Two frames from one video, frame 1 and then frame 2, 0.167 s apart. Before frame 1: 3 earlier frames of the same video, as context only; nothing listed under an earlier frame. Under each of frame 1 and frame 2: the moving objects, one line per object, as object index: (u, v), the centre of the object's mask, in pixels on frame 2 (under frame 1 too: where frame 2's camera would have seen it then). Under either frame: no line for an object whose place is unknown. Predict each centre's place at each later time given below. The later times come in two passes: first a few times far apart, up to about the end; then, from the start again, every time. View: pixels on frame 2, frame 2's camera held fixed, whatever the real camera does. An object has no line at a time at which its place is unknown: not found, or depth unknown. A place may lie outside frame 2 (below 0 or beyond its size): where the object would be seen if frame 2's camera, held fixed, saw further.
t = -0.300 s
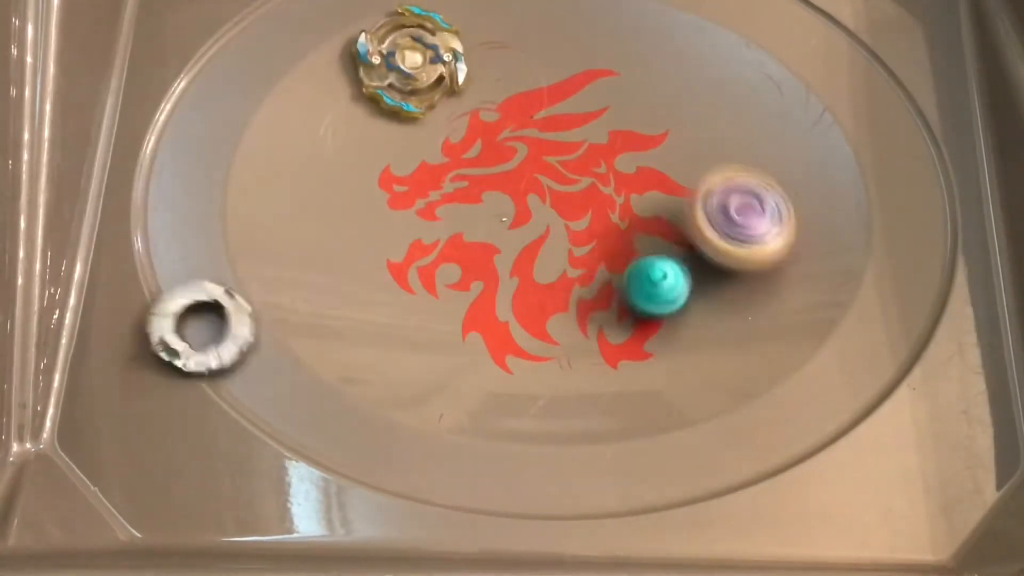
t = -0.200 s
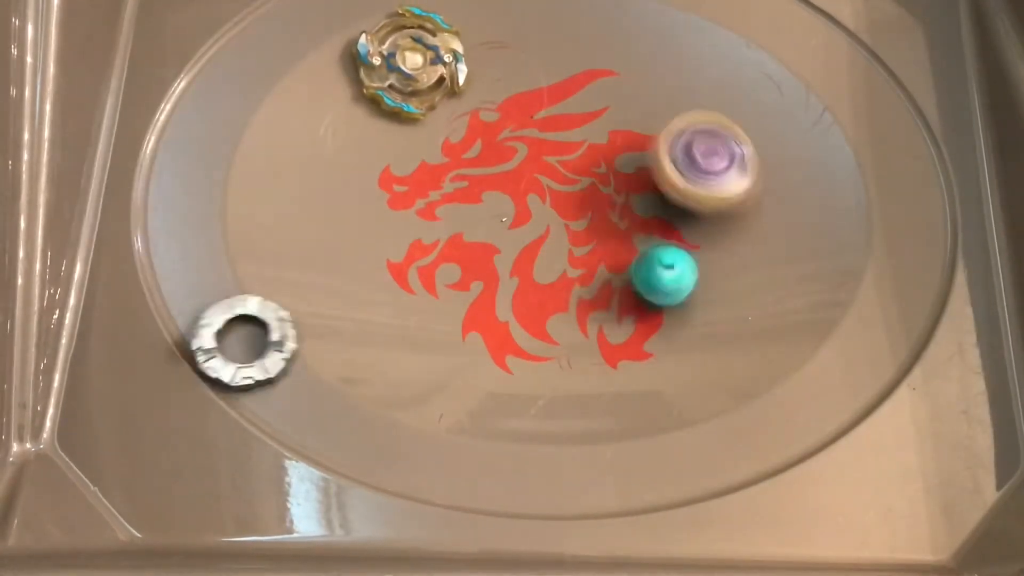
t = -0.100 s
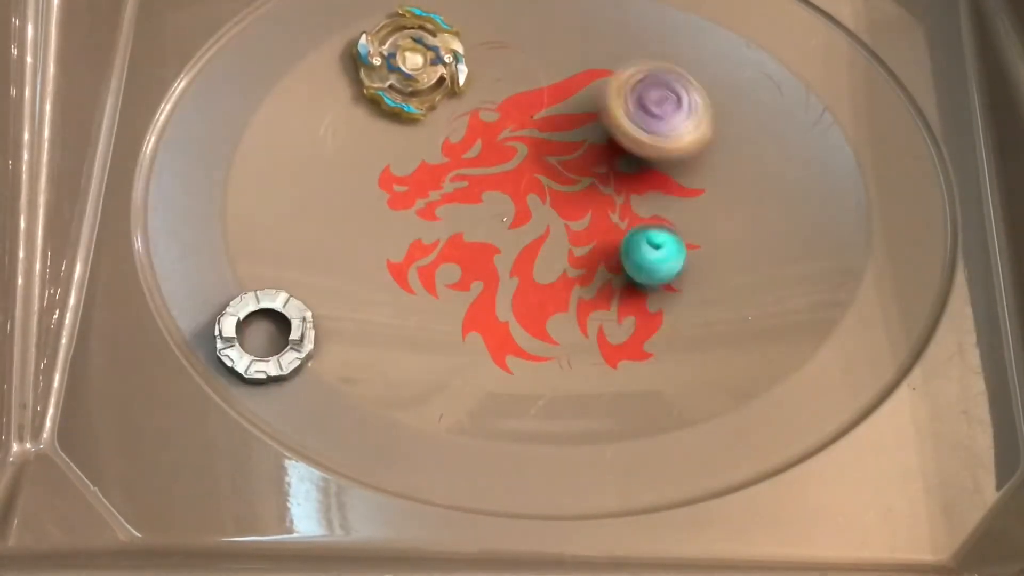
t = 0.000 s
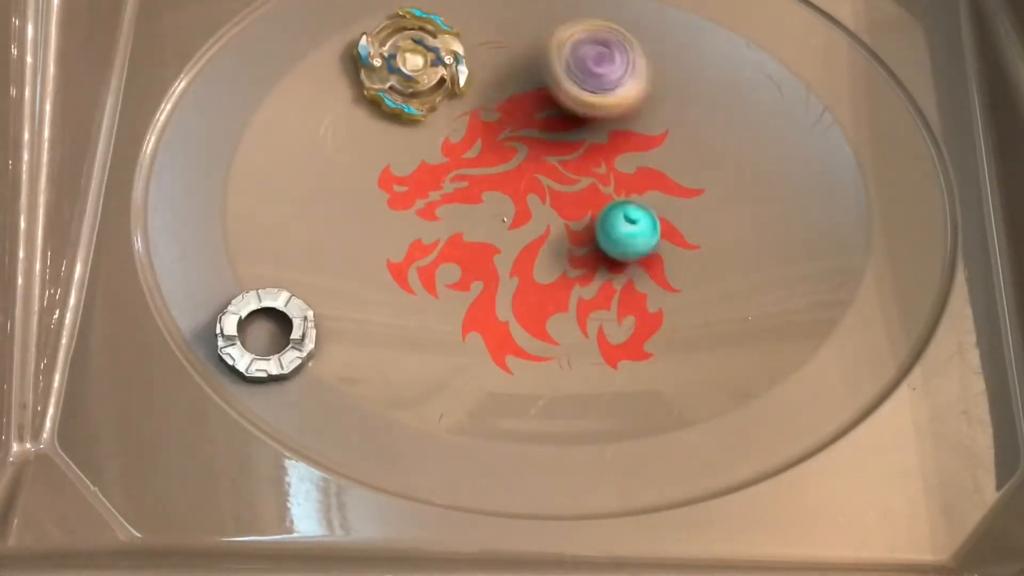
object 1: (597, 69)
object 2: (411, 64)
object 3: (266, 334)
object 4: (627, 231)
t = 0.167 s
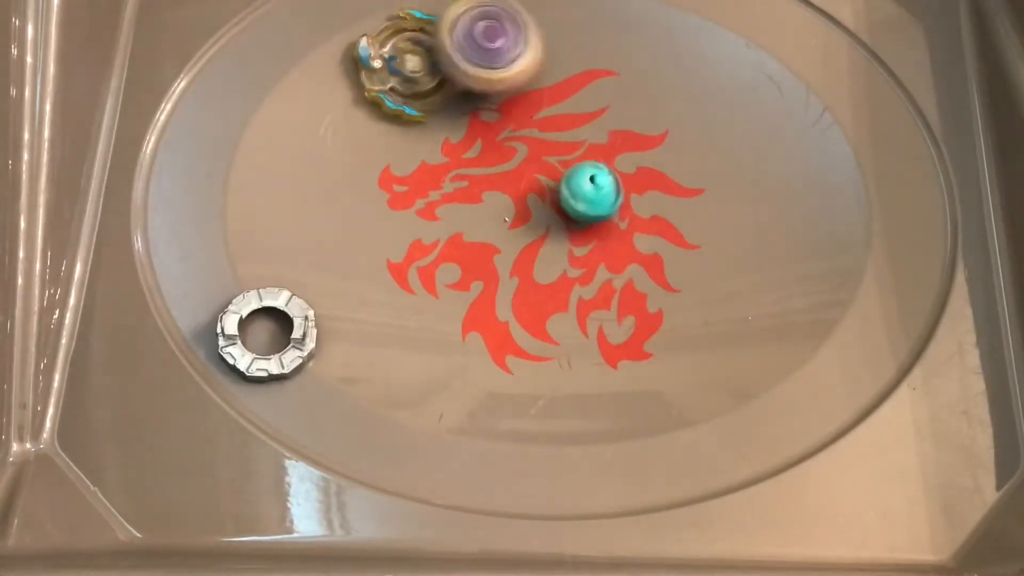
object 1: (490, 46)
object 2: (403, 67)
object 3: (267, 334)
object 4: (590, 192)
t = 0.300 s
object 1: (449, 64)
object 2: (361, 83)
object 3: (268, 333)
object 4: (571, 169)
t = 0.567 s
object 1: (473, 156)
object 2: (373, 90)
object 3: (270, 332)
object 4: (569, 162)
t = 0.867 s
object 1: (564, 253)
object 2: (373, 91)
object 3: (270, 332)
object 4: (635, 159)
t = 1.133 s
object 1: (625, 330)
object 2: (374, 91)
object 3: (270, 332)
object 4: (635, 160)
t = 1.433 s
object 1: (660, 305)
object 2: (374, 91)
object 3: (270, 332)
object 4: (634, 161)
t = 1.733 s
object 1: (599, 221)
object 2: (374, 91)
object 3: (270, 332)
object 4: (636, 159)
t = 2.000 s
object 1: (528, 156)
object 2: (374, 92)
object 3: (272, 331)
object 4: (766, 62)
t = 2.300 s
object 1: (496, 89)
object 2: (375, 93)
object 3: (272, 330)
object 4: (695, 156)
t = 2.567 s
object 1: (482, 98)
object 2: (374, 93)
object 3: (299, 315)
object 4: (656, 200)
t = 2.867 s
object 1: (526, 159)
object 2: (374, 92)
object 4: (657, 200)
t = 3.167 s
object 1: (555, 244)
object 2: (374, 92)
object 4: (656, 200)
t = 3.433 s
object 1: (551, 305)
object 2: (375, 92)
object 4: (656, 200)
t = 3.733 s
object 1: (566, 295)
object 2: (375, 93)
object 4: (655, 199)
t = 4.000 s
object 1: (544, 240)
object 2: (374, 93)
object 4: (655, 199)
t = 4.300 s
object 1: (555, 167)
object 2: (375, 93)
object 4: (656, 200)
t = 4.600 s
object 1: (603, 127)
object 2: (375, 93)
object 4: (656, 199)
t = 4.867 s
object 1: (621, 114)
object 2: (375, 93)
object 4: (643, 212)
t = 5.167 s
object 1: (609, 141)
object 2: (375, 93)
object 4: (642, 241)
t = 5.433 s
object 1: (583, 166)
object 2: (374, 93)
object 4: (643, 244)
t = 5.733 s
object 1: (535, 177)
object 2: (375, 93)
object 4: (617, 240)
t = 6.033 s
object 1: (492, 167)
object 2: (375, 93)
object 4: (617, 240)
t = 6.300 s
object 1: (476, 150)
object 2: (374, 93)
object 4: (617, 240)
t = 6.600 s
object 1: (485, 138)
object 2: (374, 93)
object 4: (617, 240)
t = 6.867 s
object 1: (510, 147)
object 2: (374, 93)
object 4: (617, 240)
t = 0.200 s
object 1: (478, 46)
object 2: (389, 69)
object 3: (267, 333)
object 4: (581, 184)
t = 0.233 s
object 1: (466, 51)
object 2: (377, 74)
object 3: (268, 333)
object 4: (578, 181)
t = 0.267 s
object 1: (456, 57)
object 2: (369, 79)
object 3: (268, 333)
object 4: (574, 170)
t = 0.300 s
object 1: (449, 64)
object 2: (361, 83)
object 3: (268, 333)
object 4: (571, 169)
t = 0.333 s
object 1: (443, 73)
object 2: (355, 88)
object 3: (268, 333)
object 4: (569, 161)
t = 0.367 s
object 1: (439, 81)
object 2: (351, 92)
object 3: (268, 333)
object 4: (566, 161)
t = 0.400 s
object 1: (439, 91)
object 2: (349, 95)
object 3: (268, 333)
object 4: (568, 157)
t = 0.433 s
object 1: (438, 100)
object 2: (349, 95)
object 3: (268, 333)
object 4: (564, 158)
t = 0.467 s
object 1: (443, 117)
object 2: (354, 87)
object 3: (269, 332)
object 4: (566, 157)
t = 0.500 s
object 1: (451, 136)
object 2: (366, 87)
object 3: (269, 332)
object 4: (565, 159)
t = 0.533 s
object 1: (463, 148)
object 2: (372, 90)
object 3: (270, 332)
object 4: (567, 158)
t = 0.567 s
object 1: (473, 156)
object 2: (373, 90)
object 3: (270, 332)
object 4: (569, 162)
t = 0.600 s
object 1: (487, 165)
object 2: (373, 91)
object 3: (270, 332)
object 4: (567, 161)
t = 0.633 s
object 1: (500, 176)
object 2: (373, 91)
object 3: (270, 332)
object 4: (574, 163)
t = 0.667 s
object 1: (510, 186)
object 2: (374, 91)
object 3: (270, 332)
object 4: (592, 165)
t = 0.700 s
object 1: (520, 194)
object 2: (373, 91)
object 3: (270, 332)
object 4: (605, 164)
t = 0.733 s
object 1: (531, 206)
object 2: (373, 91)
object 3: (270, 332)
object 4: (618, 161)
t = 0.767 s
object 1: (540, 217)
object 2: (373, 91)
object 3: (270, 332)
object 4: (627, 158)
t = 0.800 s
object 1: (548, 229)
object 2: (373, 91)
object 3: (270, 332)
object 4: (633, 157)
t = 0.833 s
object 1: (555, 240)
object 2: (373, 91)
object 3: (270, 332)
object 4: (635, 158)
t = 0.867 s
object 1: (564, 253)
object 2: (373, 91)
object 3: (270, 332)
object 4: (635, 159)
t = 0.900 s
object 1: (571, 265)
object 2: (374, 91)
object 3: (270, 332)
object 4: (634, 161)
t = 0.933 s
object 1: (575, 278)
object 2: (374, 91)
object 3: (270, 332)
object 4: (633, 162)
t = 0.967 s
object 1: (579, 293)
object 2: (374, 91)
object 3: (270, 332)
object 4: (632, 163)
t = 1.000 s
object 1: (587, 302)
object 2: (374, 91)
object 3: (270, 332)
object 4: (632, 163)
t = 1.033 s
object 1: (597, 311)
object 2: (374, 91)
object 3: (270, 332)
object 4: (632, 162)
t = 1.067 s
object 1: (606, 319)
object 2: (374, 91)
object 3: (270, 332)
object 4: (633, 161)
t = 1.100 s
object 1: (615, 325)
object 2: (374, 91)
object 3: (270, 332)
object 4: (634, 161)
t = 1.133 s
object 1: (625, 330)
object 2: (374, 91)
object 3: (270, 332)
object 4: (635, 160)
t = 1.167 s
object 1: (633, 333)
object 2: (374, 91)
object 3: (270, 332)
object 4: (635, 160)
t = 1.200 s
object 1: (641, 334)
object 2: (374, 91)
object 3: (270, 332)
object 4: (634, 161)
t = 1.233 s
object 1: (646, 334)
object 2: (374, 91)
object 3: (270, 332)
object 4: (633, 162)
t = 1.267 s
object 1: (651, 332)
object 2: (374, 91)
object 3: (270, 331)
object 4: (632, 163)
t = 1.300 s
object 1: (655, 329)
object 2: (374, 91)
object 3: (270, 331)
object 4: (631, 163)
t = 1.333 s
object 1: (659, 324)
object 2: (374, 91)
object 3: (270, 332)
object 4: (632, 163)
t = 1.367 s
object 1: (660, 319)
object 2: (374, 91)
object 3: (270, 332)
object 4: (633, 162)
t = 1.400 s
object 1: (661, 312)
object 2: (374, 91)
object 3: (270, 332)
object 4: (634, 161)
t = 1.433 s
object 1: (660, 305)
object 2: (374, 91)
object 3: (270, 332)
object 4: (634, 161)
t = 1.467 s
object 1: (657, 297)
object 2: (374, 91)
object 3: (270, 332)
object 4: (634, 161)
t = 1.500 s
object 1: (654, 289)
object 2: (374, 91)
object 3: (270, 332)
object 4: (634, 161)
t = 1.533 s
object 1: (649, 279)
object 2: (374, 91)
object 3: (270, 332)
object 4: (633, 162)
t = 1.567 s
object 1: (642, 270)
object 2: (374, 91)
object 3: (270, 332)
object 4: (632, 162)
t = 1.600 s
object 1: (635, 259)
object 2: (374, 91)
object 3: (270, 332)
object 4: (632, 163)
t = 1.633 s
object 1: (626, 250)
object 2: (374, 91)
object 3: (270, 332)
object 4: (632, 163)
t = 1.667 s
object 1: (617, 241)
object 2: (374, 91)
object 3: (270, 332)
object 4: (633, 162)
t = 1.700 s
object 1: (608, 231)
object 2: (374, 91)
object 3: (270, 332)
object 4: (634, 161)
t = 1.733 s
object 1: (599, 221)
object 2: (374, 91)
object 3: (270, 332)
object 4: (636, 159)
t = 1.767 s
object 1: (586, 216)
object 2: (374, 91)
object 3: (270, 332)
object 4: (655, 137)
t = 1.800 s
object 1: (573, 209)
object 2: (374, 91)
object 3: (271, 332)
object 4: (684, 102)
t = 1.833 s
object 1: (564, 202)
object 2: (374, 92)
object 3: (271, 331)
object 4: (706, 75)
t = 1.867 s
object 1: (556, 193)
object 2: (374, 92)
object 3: (271, 331)
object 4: (727, 57)
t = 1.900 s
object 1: (548, 184)
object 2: (374, 92)
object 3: (271, 331)
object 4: (743, 48)
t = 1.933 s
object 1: (540, 175)
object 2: (374, 92)
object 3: (271, 331)
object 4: (757, 49)
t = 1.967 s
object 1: (533, 166)
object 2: (374, 92)
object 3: (272, 331)
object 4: (764, 54)
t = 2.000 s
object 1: (528, 156)
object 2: (374, 92)
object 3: (272, 331)
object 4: (766, 62)
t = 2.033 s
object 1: (522, 147)
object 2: (374, 92)
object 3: (272, 331)
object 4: (764, 69)
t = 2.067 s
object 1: (519, 137)
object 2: (374, 92)
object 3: (272, 331)
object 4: (757, 75)
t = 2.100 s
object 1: (515, 128)
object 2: (374, 92)
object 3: (272, 331)
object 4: (749, 83)
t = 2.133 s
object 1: (512, 119)
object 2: (374, 92)
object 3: (272, 331)
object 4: (740, 92)
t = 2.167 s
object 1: (510, 111)
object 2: (375, 92)
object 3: (272, 330)
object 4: (732, 99)
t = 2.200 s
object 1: (507, 103)
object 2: (375, 92)
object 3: (272, 331)
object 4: (723, 109)
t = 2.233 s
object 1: (503, 97)
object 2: (375, 93)
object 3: (272, 331)
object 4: (714, 123)
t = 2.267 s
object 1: (500, 92)
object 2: (375, 92)
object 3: (272, 331)
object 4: (704, 139)
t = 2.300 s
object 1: (496, 89)
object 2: (375, 93)
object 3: (272, 330)
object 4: (695, 156)
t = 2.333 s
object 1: (493, 86)
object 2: (375, 93)
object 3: (273, 330)
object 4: (687, 174)
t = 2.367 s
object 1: (489, 85)
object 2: (375, 93)
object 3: (273, 330)
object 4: (678, 187)
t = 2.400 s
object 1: (486, 84)
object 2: (375, 93)
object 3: (274, 330)
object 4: (669, 194)
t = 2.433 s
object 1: (484, 86)
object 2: (375, 93)
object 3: (275, 329)
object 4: (661, 198)
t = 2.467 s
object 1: (482, 87)
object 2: (374, 93)
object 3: (278, 327)
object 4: (656, 199)
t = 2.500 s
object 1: (481, 90)
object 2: (374, 93)
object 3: (283, 324)
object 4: (655, 198)
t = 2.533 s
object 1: (481, 94)
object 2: (374, 93)
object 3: (290, 320)
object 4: (655, 199)
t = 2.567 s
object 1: (482, 98)
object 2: (374, 93)
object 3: (299, 315)
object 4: (656, 200)
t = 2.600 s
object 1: (483, 105)
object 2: (374, 93)
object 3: (308, 310)
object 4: (657, 200)
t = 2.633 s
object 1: (485, 112)
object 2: (375, 93)
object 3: (318, 305)
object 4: (658, 201)
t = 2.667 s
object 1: (489, 118)
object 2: (375, 93)
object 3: (328, 300)
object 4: (658, 201)
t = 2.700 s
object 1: (493, 124)
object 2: (375, 93)
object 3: (337, 295)
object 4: (657, 200)
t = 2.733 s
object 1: (500, 130)
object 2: (375, 92)
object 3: (347, 290)
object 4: (656, 199)
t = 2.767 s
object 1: (507, 137)
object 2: (375, 92)
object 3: (355, 287)
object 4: (655, 199)
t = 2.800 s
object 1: (514, 144)
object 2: (374, 92)
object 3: (362, 283)
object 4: (655, 199)
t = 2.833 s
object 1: (520, 151)
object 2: (375, 92)
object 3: (368, 280)
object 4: (656, 200)
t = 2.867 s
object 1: (526, 159)
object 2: (374, 92)
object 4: (657, 200)
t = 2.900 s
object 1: (531, 168)
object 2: (374, 92)
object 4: (657, 200)
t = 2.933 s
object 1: (536, 177)
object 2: (374, 92)
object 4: (657, 200)
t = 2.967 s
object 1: (541, 186)
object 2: (375, 92)
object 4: (656, 200)
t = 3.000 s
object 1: (544, 195)
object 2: (374, 92)
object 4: (655, 199)
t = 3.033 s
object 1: (548, 205)
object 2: (374, 92)
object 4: (655, 199)
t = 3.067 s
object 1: (551, 214)
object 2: (374, 92)
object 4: (656, 200)
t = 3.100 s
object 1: (553, 225)
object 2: (374, 92)
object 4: (657, 200)
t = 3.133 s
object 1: (554, 234)
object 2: (374, 92)
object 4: (657, 200)
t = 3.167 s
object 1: (555, 244)
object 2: (374, 92)
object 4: (656, 200)
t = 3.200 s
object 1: (555, 253)
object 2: (374, 92)
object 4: (655, 199)
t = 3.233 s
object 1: (555, 262)
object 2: (374, 92)
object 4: (655, 199)
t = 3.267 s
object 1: (553, 271)
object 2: (374, 92)
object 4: (656, 200)
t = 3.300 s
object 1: (551, 280)
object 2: (374, 92)
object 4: (657, 200)
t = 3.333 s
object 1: (549, 289)
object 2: (374, 92)
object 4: (657, 200)
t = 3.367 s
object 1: (547, 295)
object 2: (374, 92)
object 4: (656, 199)
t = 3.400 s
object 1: (549, 301)
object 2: (375, 92)
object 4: (655, 199)
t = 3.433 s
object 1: (551, 305)
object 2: (375, 92)
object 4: (656, 200)
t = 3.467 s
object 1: (554, 309)
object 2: (374, 92)
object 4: (657, 200)
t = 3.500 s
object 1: (555, 311)
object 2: (374, 92)
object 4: (657, 200)
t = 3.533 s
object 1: (557, 312)
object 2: (375, 93)
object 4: (656, 200)
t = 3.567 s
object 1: (559, 312)
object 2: (375, 93)
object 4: (655, 199)
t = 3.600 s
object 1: (560, 311)
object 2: (375, 93)
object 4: (656, 200)
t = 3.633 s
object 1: (565, 308)
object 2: (375, 93)
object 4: (656, 200)
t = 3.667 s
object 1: (564, 305)
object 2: (375, 92)
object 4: (656, 200)
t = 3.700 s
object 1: (565, 301)
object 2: (375, 93)
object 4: (656, 199)
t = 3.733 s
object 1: (566, 295)
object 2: (375, 93)
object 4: (655, 199)
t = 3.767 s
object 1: (566, 289)
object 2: (375, 93)
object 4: (656, 200)
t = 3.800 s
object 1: (562, 284)
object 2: (375, 92)
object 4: (656, 200)
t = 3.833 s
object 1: (558, 277)
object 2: (375, 93)
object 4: (656, 200)
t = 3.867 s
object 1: (554, 270)
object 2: (375, 93)
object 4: (655, 199)
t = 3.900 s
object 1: (550, 263)
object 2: (375, 92)
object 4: (656, 200)
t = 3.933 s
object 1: (548, 256)
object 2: (374, 93)
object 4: (656, 200)
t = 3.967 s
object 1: (546, 247)
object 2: (375, 92)
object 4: (656, 199)
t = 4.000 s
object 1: (544, 240)
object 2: (374, 93)
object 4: (655, 199)
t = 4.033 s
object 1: (542, 231)
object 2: (375, 92)
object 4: (656, 200)
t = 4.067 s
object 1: (541, 222)
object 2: (374, 93)
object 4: (656, 200)
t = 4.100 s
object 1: (542, 214)
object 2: (375, 93)
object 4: (656, 199)
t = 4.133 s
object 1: (542, 206)
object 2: (375, 93)
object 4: (656, 199)
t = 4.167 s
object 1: (543, 197)
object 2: (375, 93)
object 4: (656, 200)
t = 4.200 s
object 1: (545, 189)
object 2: (375, 93)
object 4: (656, 200)
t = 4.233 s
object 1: (549, 181)
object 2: (375, 93)
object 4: (656, 199)
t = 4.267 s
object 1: (551, 174)
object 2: (375, 93)
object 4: (656, 200)
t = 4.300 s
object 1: (555, 167)
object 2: (375, 93)
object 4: (656, 200)
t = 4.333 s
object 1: (559, 161)
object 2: (375, 93)
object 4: (656, 199)
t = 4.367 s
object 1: (564, 155)
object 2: (375, 93)
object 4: (656, 200)
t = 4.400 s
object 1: (569, 150)
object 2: (374, 93)
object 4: (656, 200)
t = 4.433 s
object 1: (574, 145)
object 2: (375, 93)
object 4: (656, 199)
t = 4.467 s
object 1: (580, 140)
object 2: (375, 93)
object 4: (656, 200)
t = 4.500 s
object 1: (585, 136)
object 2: (375, 93)
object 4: (656, 199)
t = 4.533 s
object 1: (591, 132)
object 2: (375, 93)
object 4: (656, 200)
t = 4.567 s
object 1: (597, 130)
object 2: (375, 93)
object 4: (656, 200)
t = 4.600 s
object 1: (603, 127)
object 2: (375, 93)
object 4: (656, 199)
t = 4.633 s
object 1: (609, 125)
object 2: (375, 93)
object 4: (659, 205)
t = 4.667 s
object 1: (615, 122)
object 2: (375, 93)
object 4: (662, 215)
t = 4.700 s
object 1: (617, 119)
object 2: (375, 93)
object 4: (662, 218)
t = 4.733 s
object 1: (619, 116)
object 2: (375, 93)
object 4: (659, 219)
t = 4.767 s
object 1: (621, 114)
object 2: (375, 93)
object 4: (655, 218)
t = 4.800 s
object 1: (621, 114)
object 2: (375, 93)
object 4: (652, 216)
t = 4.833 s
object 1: (621, 113)
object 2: (375, 93)
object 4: (648, 214)
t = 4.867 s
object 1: (621, 114)
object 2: (375, 93)
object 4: (643, 212)
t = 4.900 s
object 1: (620, 115)
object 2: (374, 93)
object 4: (639, 209)
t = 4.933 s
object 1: (619, 117)
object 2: (374, 93)
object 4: (634, 206)
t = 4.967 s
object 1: (617, 120)
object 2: (374, 93)
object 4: (632, 205)
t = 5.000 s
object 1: (615, 123)
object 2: (374, 93)
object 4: (633, 210)
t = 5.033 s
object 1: (613, 126)
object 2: (374, 93)
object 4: (634, 212)
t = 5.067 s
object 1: (613, 130)
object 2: (374, 93)
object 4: (635, 212)
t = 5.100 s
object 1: (613, 134)
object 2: (374, 93)
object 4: (637, 220)
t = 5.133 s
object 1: (611, 137)
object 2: (374, 93)
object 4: (639, 232)
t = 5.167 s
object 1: (609, 141)
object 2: (375, 93)
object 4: (642, 241)
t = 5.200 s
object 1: (607, 144)
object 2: (375, 93)
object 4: (643, 244)
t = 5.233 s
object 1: (604, 148)
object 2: (375, 93)
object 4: (645, 244)
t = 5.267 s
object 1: (601, 151)
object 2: (374, 93)
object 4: (647, 244)
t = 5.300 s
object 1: (598, 155)
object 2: (374, 93)
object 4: (648, 244)
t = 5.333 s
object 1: (595, 158)
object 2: (374, 93)
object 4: (648, 244)
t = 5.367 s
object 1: (591, 161)
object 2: (374, 93)
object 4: (647, 244)
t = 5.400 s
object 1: (587, 164)
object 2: (375, 93)
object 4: (645, 244)
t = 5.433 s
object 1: (583, 166)
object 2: (374, 93)
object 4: (643, 244)
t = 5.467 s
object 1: (578, 168)
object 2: (375, 93)
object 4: (641, 244)
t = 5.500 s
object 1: (573, 170)
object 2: (375, 93)
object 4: (639, 244)
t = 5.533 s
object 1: (568, 172)
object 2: (374, 93)
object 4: (635, 244)
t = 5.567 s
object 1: (562, 173)
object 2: (375, 93)
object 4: (632, 244)
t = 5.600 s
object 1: (556, 174)
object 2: (375, 93)
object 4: (627, 243)
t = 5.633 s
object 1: (551, 175)
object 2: (375, 93)
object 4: (623, 242)
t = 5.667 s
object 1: (546, 177)
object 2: (375, 93)
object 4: (618, 240)
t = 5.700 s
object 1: (540, 177)
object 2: (375, 93)
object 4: (617, 240)
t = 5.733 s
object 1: (535, 177)
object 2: (375, 93)
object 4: (617, 240)
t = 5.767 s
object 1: (529, 177)
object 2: (375, 93)
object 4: (617, 240)
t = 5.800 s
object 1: (524, 177)
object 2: (375, 93)
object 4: (617, 240)
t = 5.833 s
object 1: (519, 177)
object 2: (375, 93)
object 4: (617, 240)
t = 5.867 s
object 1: (514, 176)
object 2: (375, 93)
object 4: (617, 240)
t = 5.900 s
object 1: (510, 174)
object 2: (375, 93)
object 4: (617, 240)
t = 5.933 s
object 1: (505, 173)
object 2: (375, 93)
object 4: (617, 240)
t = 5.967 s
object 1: (500, 171)
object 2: (375, 93)
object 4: (617, 240)
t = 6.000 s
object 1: (495, 169)
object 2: (375, 93)
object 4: (617, 240)
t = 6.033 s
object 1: (492, 167)
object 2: (375, 93)
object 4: (617, 240)
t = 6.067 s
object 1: (488, 164)
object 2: (375, 93)
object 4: (617, 240)
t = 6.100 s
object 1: (485, 163)
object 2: (375, 93)
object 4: (617, 240)
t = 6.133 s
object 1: (482, 160)
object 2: (375, 93)
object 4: (617, 240)
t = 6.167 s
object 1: (479, 158)
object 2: (375, 93)
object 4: (617, 240)
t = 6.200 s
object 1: (478, 156)
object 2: (375, 93)
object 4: (617, 240)
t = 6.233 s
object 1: (476, 154)
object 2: (374, 93)
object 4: (617, 240)
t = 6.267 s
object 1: (475, 152)
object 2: (374, 93)
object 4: (617, 240)
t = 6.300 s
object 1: (476, 150)
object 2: (374, 93)
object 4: (617, 240)
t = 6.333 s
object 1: (475, 147)
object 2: (374, 93)
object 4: (617, 240)
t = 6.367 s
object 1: (476, 145)
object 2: (374, 93)
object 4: (617, 240)
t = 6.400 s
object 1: (475, 143)
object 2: (374, 93)
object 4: (617, 240)
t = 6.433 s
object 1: (477, 141)
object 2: (374, 93)
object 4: (617, 240)
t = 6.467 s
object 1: (477, 140)
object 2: (374, 93)
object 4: (617, 240)
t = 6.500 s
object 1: (479, 139)
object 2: (374, 93)
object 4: (617, 240)
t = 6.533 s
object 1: (480, 139)
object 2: (374, 93)
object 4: (617, 240)
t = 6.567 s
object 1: (482, 138)
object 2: (375, 93)
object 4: (617, 240)
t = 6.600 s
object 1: (485, 138)
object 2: (374, 93)
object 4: (617, 240)
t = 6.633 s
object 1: (488, 138)
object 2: (374, 93)
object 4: (617, 240)
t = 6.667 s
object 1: (490, 138)
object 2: (375, 93)
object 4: (617, 240)
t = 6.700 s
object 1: (496, 139)
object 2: (375, 93)
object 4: (617, 240)
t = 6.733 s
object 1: (499, 140)
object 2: (374, 93)
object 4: (617, 240)
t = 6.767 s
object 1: (501, 141)
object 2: (375, 93)
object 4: (617, 240)
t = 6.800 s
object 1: (504, 143)
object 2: (374, 93)
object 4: (617, 240)
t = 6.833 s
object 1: (507, 145)
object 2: (374, 93)
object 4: (617, 240)
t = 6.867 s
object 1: (510, 147)
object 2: (374, 93)
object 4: (617, 240)
